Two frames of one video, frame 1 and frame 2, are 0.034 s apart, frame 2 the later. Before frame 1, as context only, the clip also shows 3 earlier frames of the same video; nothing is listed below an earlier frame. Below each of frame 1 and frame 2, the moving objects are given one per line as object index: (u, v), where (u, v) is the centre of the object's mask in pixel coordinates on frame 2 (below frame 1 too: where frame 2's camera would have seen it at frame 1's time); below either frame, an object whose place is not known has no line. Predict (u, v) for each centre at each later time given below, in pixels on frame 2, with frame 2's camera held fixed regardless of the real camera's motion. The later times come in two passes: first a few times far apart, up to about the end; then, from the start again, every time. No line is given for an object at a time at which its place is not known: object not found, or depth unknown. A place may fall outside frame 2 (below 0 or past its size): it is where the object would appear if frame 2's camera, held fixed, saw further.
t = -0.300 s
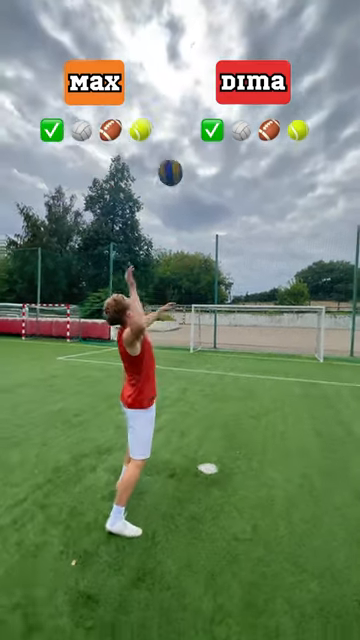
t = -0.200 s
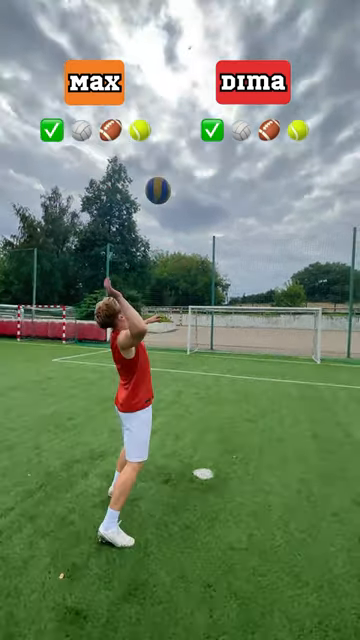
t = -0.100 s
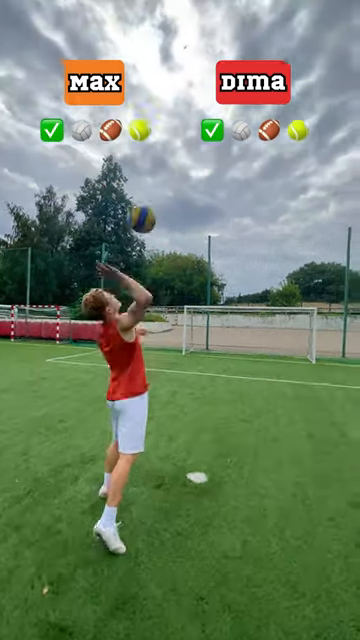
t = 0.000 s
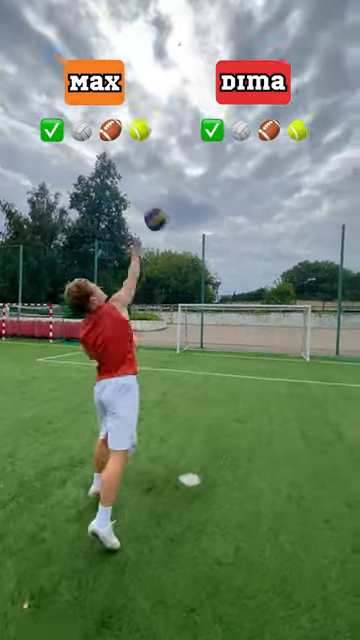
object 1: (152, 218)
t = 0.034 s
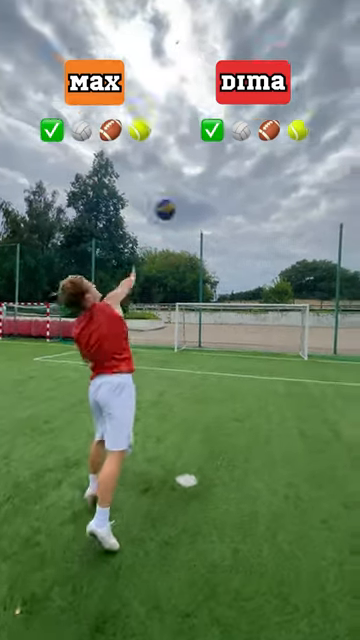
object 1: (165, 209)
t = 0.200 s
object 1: (200, 196)
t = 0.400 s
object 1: (220, 204)
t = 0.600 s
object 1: (231, 221)
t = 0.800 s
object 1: (238, 244)
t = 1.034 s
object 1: (246, 274)
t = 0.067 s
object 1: (175, 203)
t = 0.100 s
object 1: (183, 200)
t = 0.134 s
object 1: (190, 198)
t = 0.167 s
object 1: (195, 197)
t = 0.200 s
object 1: (200, 196)
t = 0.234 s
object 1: (204, 196)
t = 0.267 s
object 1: (208, 197)
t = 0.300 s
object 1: (212, 199)
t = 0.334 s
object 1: (215, 200)
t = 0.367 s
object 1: (218, 202)
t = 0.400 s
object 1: (220, 204)
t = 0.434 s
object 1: (223, 207)
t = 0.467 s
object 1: (225, 209)
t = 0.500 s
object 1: (227, 212)
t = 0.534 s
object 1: (228, 215)
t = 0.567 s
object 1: (230, 218)
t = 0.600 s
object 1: (231, 221)
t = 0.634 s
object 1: (233, 225)
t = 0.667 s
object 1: (234, 228)
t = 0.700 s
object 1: (236, 232)
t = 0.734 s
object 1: (236, 236)
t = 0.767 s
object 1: (238, 240)
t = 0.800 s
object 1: (238, 244)
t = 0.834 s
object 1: (240, 248)
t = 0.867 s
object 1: (240, 252)
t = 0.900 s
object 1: (241, 257)
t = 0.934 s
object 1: (242, 261)
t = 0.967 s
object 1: (244, 265)
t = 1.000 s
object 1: (244, 269)
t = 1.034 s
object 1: (246, 274)
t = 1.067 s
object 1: (246, 278)
